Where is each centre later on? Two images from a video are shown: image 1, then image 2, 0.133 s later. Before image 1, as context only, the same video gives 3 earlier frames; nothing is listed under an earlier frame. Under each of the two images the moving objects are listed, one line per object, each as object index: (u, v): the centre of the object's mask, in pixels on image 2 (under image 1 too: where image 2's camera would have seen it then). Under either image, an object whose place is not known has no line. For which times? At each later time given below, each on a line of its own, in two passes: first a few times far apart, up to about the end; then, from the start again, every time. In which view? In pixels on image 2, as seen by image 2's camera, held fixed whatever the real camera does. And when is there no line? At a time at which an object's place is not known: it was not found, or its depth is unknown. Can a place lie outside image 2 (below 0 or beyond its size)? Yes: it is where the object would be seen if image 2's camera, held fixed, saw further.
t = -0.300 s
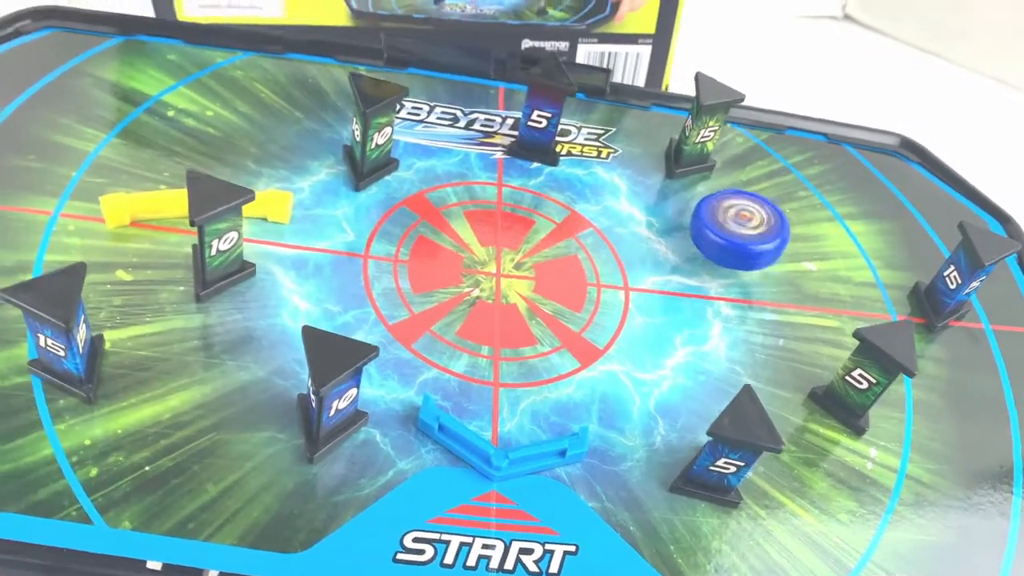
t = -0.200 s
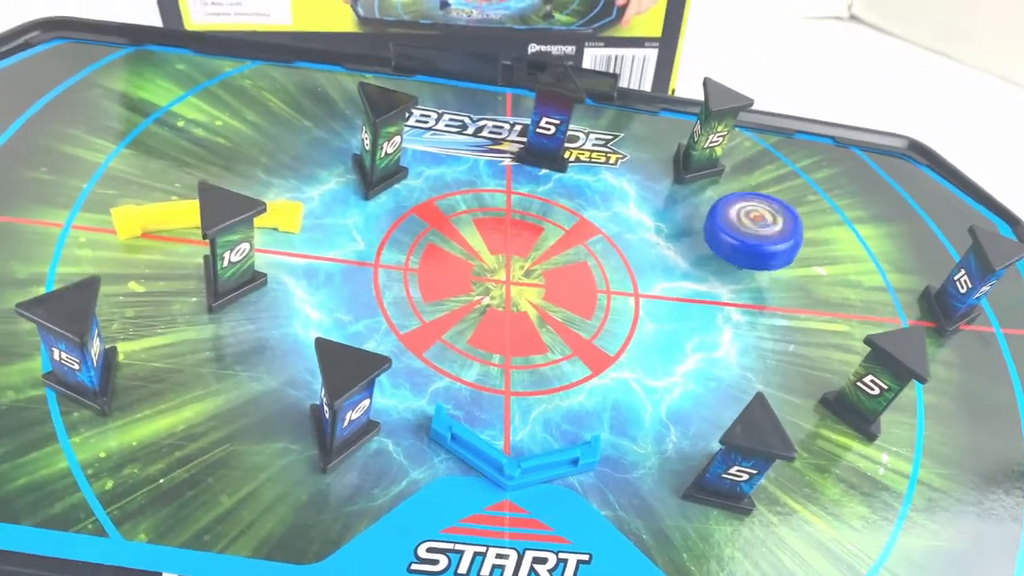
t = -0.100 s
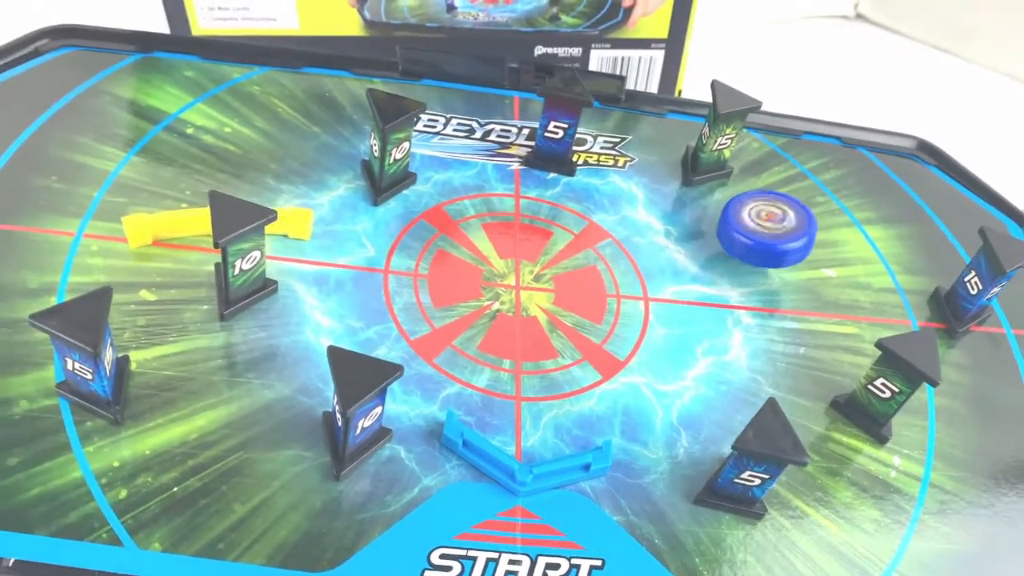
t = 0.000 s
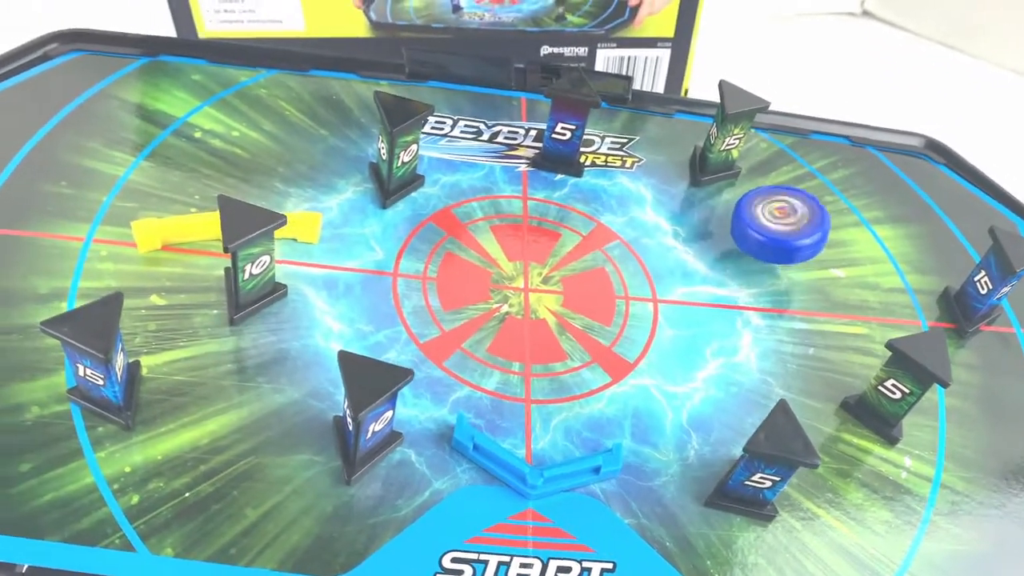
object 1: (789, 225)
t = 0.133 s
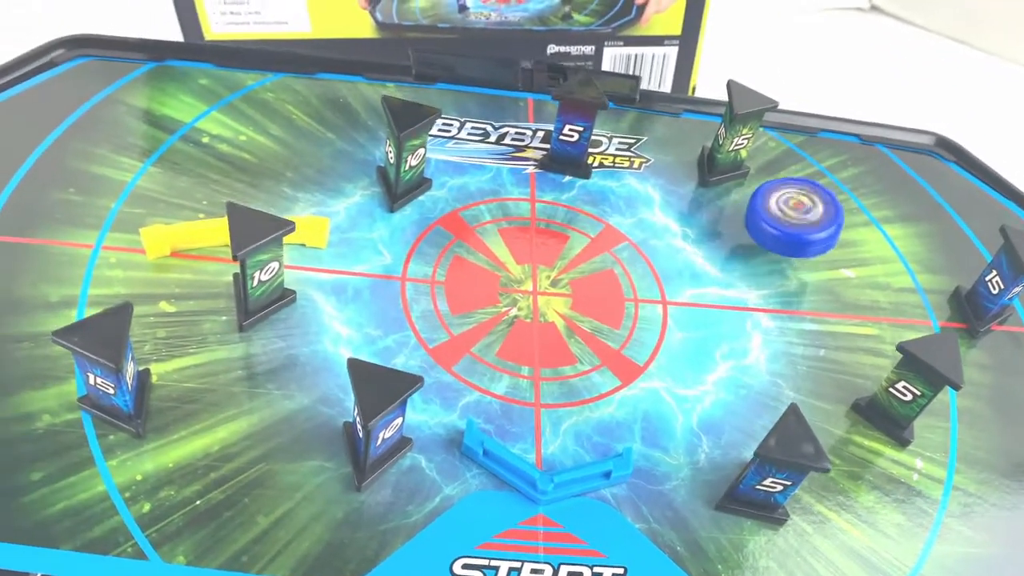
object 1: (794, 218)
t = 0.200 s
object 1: (795, 214)
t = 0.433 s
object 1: (799, 204)
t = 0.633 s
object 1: (805, 196)
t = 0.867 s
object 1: (809, 184)
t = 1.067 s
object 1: (811, 175)
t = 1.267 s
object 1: (813, 167)
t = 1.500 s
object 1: (817, 158)
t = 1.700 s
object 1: (820, 148)
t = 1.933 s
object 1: (822, 139)
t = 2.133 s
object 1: (825, 132)
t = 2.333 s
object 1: (827, 122)
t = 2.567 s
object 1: (827, 113)
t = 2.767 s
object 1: (827, 106)
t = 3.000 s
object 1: (834, 101)
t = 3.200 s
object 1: (849, 99)
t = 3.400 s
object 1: (876, 109)
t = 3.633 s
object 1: (908, 116)
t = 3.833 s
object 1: (927, 117)
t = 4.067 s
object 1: (945, 121)
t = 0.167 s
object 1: (794, 216)
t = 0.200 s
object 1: (795, 214)
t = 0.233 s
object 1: (795, 212)
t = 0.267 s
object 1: (796, 211)
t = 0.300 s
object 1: (797, 209)
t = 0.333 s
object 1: (797, 208)
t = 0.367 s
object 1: (798, 207)
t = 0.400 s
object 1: (798, 205)
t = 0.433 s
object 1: (799, 204)
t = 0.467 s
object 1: (800, 203)
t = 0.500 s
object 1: (801, 201)
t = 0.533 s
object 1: (803, 200)
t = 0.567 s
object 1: (803, 199)
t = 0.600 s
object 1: (804, 197)
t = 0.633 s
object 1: (805, 196)
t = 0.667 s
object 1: (805, 194)
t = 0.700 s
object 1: (806, 193)
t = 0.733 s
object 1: (806, 191)
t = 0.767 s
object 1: (807, 190)
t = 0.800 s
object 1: (808, 188)
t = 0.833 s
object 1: (808, 186)
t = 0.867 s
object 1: (809, 184)
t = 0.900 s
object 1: (809, 183)
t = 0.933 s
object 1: (809, 181)
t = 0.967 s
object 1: (810, 179)
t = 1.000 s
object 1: (810, 178)
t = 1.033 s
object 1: (810, 176)
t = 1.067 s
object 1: (811, 175)
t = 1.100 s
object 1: (810, 174)
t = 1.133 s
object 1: (811, 173)
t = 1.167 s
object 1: (812, 171)
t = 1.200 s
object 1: (812, 170)
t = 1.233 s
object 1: (813, 169)
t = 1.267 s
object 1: (813, 167)
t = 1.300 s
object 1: (814, 166)
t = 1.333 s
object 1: (814, 165)
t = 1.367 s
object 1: (815, 164)
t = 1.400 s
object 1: (815, 162)
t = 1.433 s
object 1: (816, 161)
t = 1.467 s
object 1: (817, 159)
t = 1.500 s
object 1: (817, 158)
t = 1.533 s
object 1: (818, 156)
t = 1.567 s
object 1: (819, 154)
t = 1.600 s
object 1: (819, 152)
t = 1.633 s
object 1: (820, 151)
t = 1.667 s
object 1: (820, 149)
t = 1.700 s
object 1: (820, 148)
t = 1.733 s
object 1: (820, 147)
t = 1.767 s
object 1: (820, 145)
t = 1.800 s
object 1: (820, 144)
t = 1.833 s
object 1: (821, 143)
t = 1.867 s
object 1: (821, 141)
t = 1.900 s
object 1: (821, 140)
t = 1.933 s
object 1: (822, 139)
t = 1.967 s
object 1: (822, 138)
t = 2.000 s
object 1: (823, 137)
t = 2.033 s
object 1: (823, 136)
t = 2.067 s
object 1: (823, 134)
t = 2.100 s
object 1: (824, 133)
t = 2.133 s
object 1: (825, 132)
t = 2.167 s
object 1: (825, 131)
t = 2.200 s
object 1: (825, 129)
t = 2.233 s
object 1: (826, 127)
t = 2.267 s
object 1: (826, 125)
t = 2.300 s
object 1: (826, 124)
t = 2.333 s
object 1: (827, 122)
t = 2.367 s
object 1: (827, 121)
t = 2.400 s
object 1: (826, 120)
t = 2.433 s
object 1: (827, 119)
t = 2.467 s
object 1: (827, 117)
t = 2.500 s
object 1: (827, 115)
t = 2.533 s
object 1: (827, 114)
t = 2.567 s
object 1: (827, 113)
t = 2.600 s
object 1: (826, 111)
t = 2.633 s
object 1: (826, 111)
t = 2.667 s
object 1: (827, 110)
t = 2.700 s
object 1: (826, 108)
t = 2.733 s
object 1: (826, 107)
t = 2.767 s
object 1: (827, 106)
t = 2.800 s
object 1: (827, 105)
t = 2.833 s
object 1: (827, 103)
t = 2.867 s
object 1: (827, 102)
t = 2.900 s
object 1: (827, 102)
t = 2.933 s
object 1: (829, 102)
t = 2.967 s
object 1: (832, 102)
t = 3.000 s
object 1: (834, 101)
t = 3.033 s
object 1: (834, 99)
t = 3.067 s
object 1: (838, 102)
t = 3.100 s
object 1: (843, 104)
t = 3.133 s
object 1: (846, 103)
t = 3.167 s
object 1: (848, 101)
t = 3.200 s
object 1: (849, 99)
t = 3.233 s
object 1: (853, 102)
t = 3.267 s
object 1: (857, 102)
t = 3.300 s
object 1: (860, 101)
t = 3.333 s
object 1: (864, 106)
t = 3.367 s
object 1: (870, 108)
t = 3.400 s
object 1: (876, 109)
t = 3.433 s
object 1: (881, 110)
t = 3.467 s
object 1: (885, 111)
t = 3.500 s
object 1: (890, 112)
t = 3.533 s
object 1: (895, 114)
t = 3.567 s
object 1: (900, 114)
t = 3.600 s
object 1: (904, 115)
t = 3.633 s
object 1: (908, 116)
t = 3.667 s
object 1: (912, 116)
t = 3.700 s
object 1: (916, 117)
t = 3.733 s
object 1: (920, 117)
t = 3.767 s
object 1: (922, 117)
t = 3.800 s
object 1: (925, 117)
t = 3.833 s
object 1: (927, 117)
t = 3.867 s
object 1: (930, 117)
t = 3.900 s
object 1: (933, 118)
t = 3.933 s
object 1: (936, 118)
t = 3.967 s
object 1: (938, 119)
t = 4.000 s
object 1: (941, 120)
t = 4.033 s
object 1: (944, 121)
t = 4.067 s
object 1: (945, 121)
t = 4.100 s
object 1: (946, 122)
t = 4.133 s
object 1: (946, 122)
